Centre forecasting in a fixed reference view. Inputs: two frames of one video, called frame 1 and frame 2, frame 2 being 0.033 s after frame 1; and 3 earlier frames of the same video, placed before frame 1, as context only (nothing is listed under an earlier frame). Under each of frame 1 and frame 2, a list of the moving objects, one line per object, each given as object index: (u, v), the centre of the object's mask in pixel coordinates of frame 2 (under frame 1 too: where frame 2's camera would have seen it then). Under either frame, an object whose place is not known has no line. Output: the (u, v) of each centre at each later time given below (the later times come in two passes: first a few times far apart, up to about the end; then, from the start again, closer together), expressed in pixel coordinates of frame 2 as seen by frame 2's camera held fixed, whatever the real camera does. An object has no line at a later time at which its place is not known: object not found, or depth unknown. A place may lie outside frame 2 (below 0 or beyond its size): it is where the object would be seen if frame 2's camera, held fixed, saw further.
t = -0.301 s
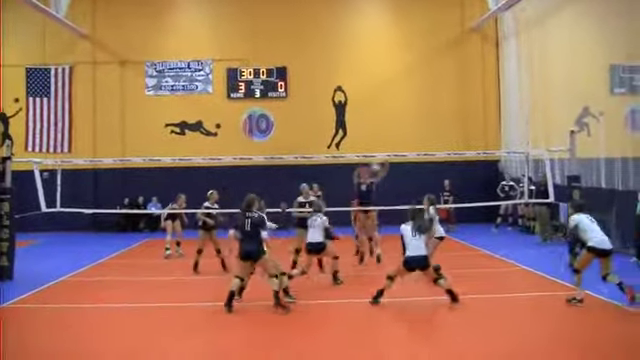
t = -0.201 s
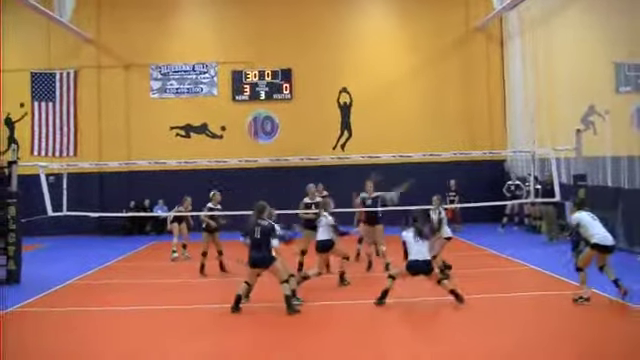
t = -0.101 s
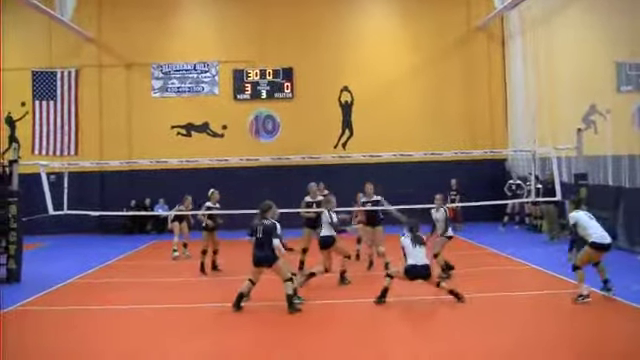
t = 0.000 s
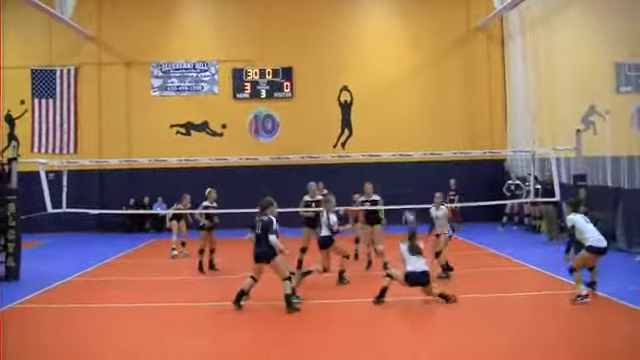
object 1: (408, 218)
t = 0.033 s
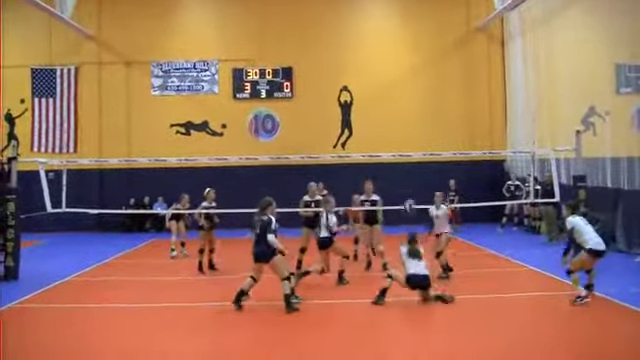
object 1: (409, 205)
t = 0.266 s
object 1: (417, 143)
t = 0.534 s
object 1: (427, 112)
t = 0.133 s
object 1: (413, 174)
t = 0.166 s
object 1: (415, 166)
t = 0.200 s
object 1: (413, 162)
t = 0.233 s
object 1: (418, 146)
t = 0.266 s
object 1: (417, 143)
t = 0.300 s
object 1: (420, 136)
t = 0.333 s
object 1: (420, 130)
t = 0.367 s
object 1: (422, 127)
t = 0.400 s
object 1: (422, 123)
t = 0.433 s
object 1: (423, 119)
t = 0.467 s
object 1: (424, 116)
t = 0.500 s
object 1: (425, 114)
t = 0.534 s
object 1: (427, 112)
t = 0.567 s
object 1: (427, 113)
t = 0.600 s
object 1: (428, 112)
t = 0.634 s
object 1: (430, 113)
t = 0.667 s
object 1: (429, 114)
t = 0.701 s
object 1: (431, 115)
